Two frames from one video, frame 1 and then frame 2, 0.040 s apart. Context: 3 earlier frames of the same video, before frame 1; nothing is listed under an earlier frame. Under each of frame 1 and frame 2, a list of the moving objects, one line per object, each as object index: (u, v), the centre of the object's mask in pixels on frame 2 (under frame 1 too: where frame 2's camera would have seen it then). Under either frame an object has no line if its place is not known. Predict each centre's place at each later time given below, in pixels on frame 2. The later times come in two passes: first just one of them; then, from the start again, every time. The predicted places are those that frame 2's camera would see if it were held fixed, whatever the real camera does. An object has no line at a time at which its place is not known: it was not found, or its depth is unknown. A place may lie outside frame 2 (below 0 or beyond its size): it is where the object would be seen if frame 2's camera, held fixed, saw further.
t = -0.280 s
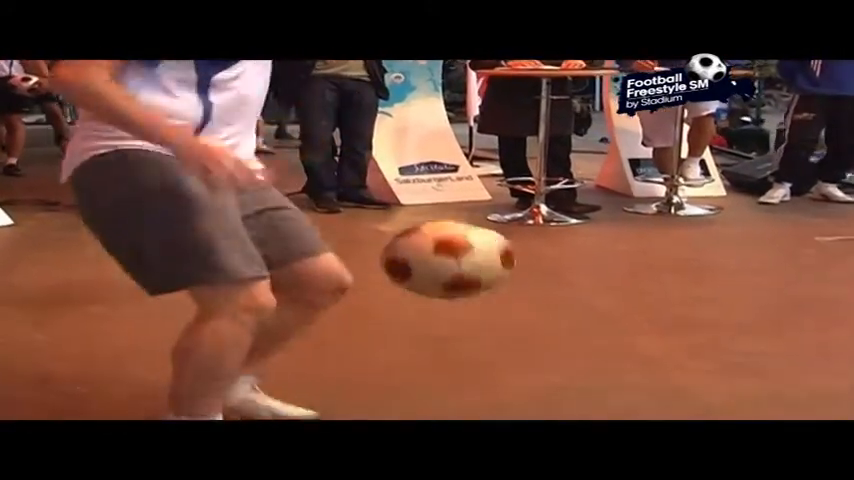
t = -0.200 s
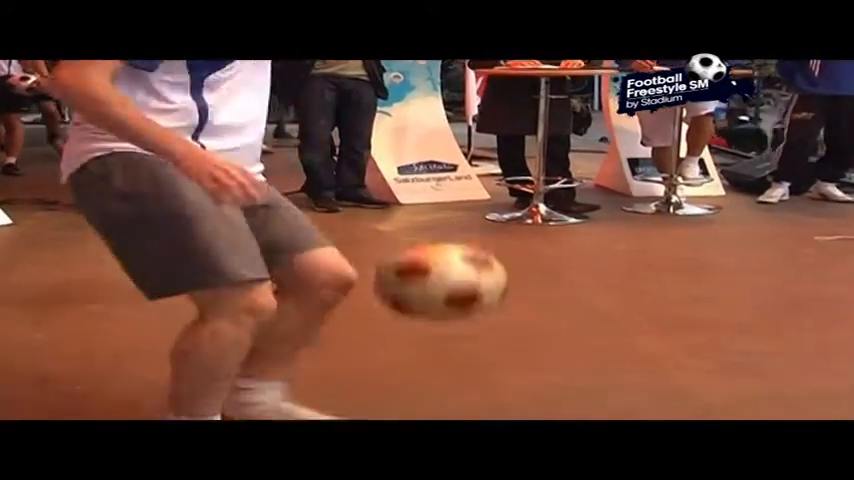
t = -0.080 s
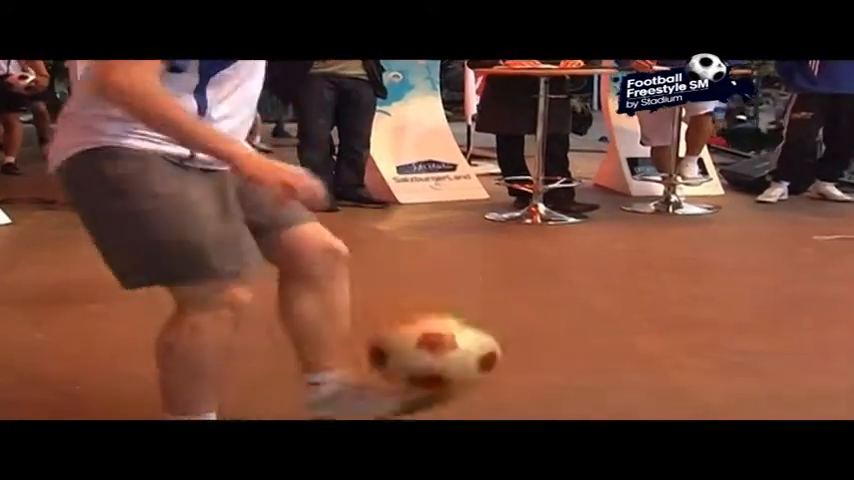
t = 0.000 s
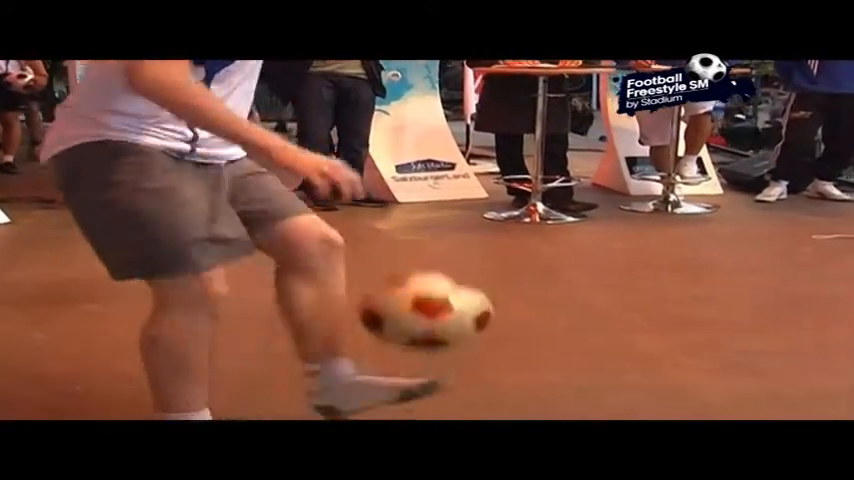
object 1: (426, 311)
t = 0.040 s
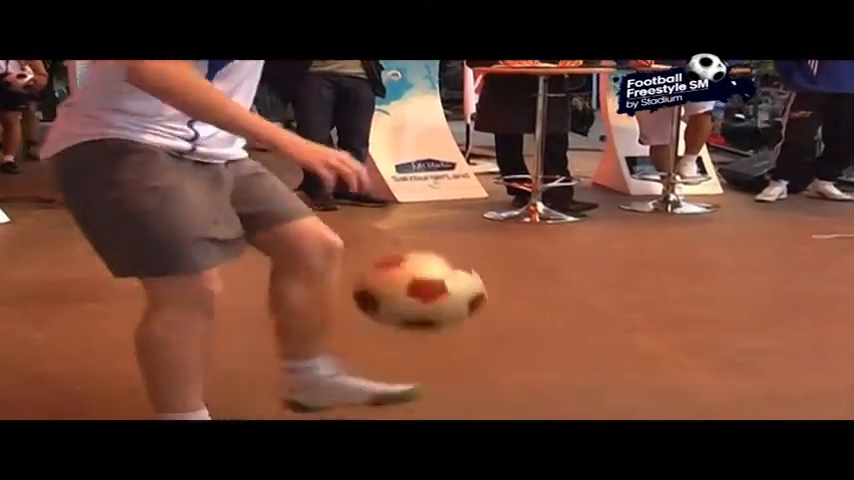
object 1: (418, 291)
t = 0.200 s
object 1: (396, 263)
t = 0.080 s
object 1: (413, 277)
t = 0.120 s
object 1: (407, 268)
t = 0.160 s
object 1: (401, 263)
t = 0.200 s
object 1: (396, 263)
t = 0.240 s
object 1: (390, 269)
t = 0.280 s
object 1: (384, 277)
